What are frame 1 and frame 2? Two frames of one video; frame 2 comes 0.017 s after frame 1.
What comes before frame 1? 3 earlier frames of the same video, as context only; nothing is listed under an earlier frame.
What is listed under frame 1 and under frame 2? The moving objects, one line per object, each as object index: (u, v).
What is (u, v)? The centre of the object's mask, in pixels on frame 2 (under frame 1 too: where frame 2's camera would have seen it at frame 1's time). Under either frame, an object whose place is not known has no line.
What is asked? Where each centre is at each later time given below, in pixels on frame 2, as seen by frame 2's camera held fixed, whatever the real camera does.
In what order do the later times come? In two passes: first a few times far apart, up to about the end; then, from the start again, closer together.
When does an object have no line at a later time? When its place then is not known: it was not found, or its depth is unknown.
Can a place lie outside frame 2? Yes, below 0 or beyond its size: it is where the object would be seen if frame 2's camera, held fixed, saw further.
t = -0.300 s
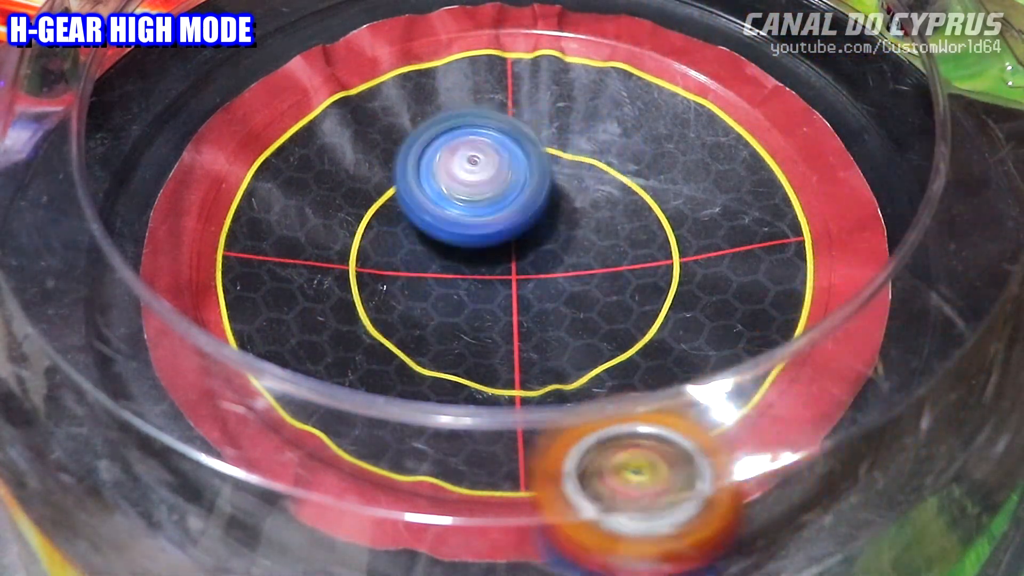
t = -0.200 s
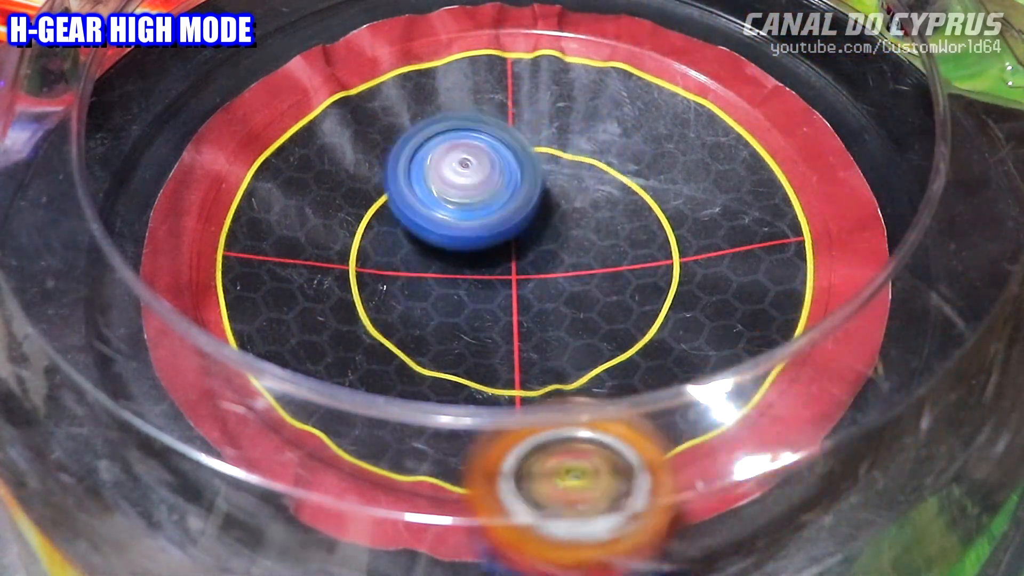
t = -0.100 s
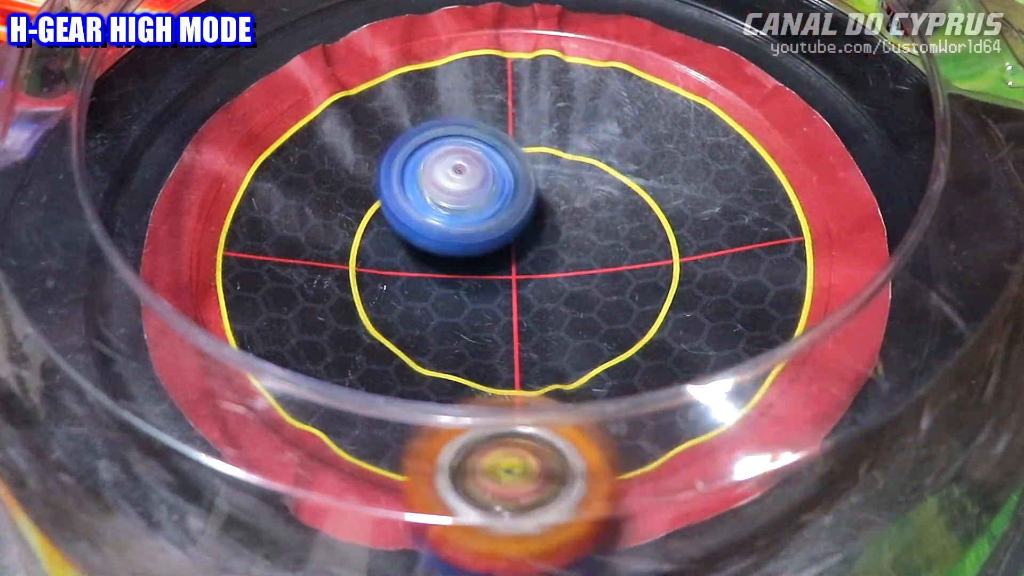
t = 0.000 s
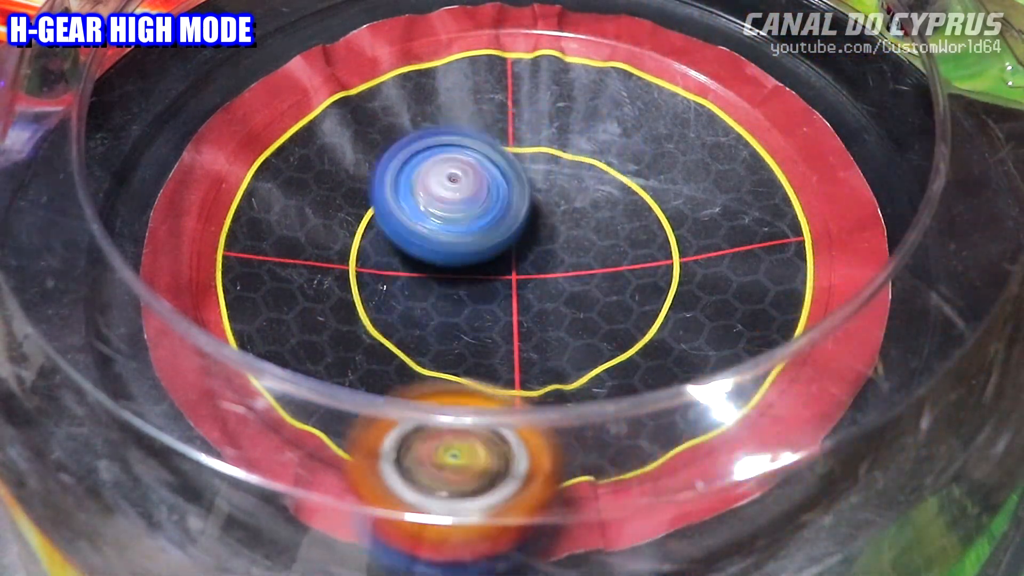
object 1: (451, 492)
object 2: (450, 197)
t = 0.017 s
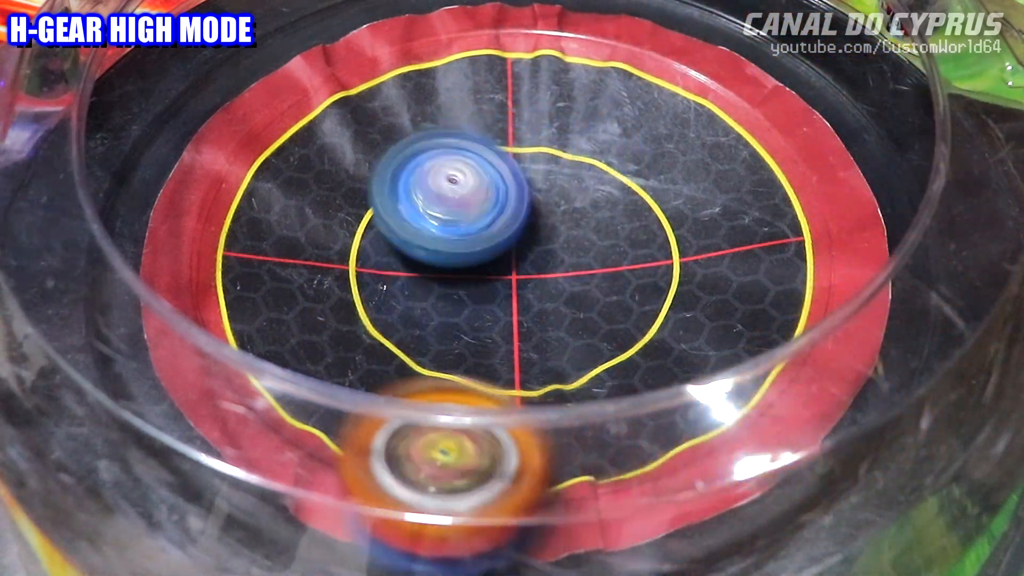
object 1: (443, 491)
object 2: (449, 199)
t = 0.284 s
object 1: (377, 394)
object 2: (435, 228)
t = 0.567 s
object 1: (510, 330)
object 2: (427, 213)
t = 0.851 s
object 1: (634, 208)
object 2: (469, 173)
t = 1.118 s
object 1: (643, 139)
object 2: (447, 173)
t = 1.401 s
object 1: (647, 116)
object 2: (433, 222)
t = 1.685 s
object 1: (609, 155)
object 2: (406, 237)
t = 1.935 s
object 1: (587, 210)
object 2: (414, 241)
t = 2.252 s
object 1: (689, 195)
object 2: (473, 254)
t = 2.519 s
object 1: (668, 196)
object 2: (514, 267)
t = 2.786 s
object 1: (643, 204)
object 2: (476, 266)
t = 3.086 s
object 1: (600, 193)
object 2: (406, 222)
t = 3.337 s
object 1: (589, 197)
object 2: (400, 188)
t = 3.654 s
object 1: (627, 200)
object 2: (455, 202)
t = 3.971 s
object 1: (625, 227)
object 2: (457, 248)
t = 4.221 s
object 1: (639, 230)
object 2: (396, 238)
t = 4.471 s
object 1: (618, 230)
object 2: (397, 226)
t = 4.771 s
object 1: (633, 207)
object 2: (399, 205)
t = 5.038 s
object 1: (610, 200)
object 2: (435, 201)
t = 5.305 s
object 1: (669, 203)
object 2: (429, 193)
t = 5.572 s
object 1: (645, 221)
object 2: (470, 220)
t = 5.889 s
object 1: (649, 218)
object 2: (436, 238)
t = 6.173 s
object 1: (612, 196)
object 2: (448, 243)
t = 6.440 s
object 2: (437, 250)
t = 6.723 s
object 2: (467, 272)
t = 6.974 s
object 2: (476, 263)
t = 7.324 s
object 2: (502, 264)
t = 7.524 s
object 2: (515, 272)
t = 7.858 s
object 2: (547, 265)
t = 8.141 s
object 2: (547, 242)
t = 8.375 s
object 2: (559, 218)
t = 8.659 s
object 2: (549, 197)
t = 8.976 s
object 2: (524, 188)
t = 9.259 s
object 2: (528, 192)
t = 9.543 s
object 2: (539, 187)
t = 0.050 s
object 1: (426, 486)
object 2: (447, 203)
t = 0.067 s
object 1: (415, 484)
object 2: (446, 205)
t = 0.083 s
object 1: (407, 468)
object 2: (446, 207)
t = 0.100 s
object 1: (398, 461)
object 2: (444, 208)
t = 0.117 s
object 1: (391, 455)
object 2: (444, 210)
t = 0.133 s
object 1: (384, 451)
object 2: (442, 212)
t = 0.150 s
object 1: (379, 434)
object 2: (441, 214)
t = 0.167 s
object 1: (372, 430)
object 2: (441, 216)
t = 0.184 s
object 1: (367, 425)
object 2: (440, 218)
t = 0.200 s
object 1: (362, 421)
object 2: (439, 219)
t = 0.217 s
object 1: (360, 417)
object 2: (438, 221)
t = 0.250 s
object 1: (363, 413)
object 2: (437, 225)
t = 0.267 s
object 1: (368, 417)
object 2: (436, 226)
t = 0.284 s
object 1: (377, 394)
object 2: (435, 228)
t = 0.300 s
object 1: (384, 396)
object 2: (435, 230)
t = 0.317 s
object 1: (390, 392)
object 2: (435, 232)
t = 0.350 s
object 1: (404, 381)
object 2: (434, 234)
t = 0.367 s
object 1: (409, 377)
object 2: (433, 234)
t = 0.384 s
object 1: (415, 370)
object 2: (433, 233)
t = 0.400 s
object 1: (423, 348)
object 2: (433, 233)
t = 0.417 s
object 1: (430, 346)
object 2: (432, 232)
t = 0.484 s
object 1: (465, 342)
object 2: (427, 225)
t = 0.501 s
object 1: (476, 341)
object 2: (424, 222)
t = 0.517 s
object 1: (485, 339)
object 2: (425, 218)
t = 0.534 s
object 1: (495, 337)
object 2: (424, 216)
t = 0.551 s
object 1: (503, 334)
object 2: (424, 214)
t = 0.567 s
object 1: (510, 330)
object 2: (427, 213)
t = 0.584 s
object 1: (518, 325)
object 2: (428, 211)
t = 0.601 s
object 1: (524, 318)
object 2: (431, 209)
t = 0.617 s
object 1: (529, 311)
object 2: (435, 208)
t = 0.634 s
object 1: (536, 304)
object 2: (436, 206)
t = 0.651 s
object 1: (553, 303)
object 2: (435, 199)
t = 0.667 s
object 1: (571, 302)
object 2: (431, 191)
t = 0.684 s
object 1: (587, 299)
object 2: (429, 184)
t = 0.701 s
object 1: (601, 293)
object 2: (428, 179)
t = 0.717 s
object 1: (611, 288)
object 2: (430, 174)
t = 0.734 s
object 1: (619, 280)
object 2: (432, 172)
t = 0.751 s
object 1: (623, 272)
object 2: (436, 171)
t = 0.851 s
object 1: (634, 208)
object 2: (469, 173)
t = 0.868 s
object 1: (631, 199)
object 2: (474, 174)
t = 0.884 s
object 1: (633, 191)
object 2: (474, 174)
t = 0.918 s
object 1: (632, 178)
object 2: (469, 173)
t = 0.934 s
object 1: (631, 172)
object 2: (468, 174)
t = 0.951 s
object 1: (639, 166)
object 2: (460, 172)
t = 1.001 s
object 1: (656, 161)
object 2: (437, 175)
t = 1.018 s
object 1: (657, 159)
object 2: (437, 174)
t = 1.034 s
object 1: (657, 157)
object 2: (438, 175)
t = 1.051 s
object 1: (655, 154)
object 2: (439, 174)
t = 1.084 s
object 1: (650, 146)
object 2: (443, 173)
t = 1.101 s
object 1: (646, 143)
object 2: (446, 172)
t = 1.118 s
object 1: (643, 139)
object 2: (447, 173)
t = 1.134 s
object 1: (641, 137)
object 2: (449, 172)
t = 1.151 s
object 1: (638, 135)
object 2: (451, 172)
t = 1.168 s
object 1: (635, 132)
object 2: (453, 172)
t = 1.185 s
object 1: (634, 132)
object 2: (457, 173)
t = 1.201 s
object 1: (632, 131)
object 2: (459, 175)
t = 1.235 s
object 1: (630, 129)
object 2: (465, 180)
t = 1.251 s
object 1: (629, 129)
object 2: (468, 181)
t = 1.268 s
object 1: (627, 128)
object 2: (470, 185)
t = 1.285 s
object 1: (626, 128)
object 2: (472, 187)
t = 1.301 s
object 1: (623, 129)
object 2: (475, 191)
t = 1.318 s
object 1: (622, 131)
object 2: (474, 194)
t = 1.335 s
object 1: (631, 125)
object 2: (463, 199)
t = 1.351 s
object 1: (640, 120)
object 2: (450, 208)
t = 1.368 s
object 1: (643, 119)
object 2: (443, 214)
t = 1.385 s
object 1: (647, 116)
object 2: (438, 219)
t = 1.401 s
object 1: (647, 116)
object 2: (433, 222)
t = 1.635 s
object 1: (620, 144)
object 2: (407, 236)
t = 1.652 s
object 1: (616, 148)
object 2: (406, 236)
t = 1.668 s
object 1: (613, 151)
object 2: (406, 237)
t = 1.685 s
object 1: (609, 155)
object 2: (406, 237)
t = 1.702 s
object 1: (605, 160)
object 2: (406, 238)
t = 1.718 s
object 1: (601, 163)
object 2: (407, 239)
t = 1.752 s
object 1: (593, 172)
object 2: (409, 241)
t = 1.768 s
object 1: (588, 177)
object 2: (410, 242)
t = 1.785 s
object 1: (582, 181)
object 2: (412, 243)
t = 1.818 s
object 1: (574, 190)
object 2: (415, 246)
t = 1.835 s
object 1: (570, 194)
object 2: (417, 247)
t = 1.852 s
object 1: (572, 195)
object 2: (414, 245)
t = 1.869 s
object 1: (577, 198)
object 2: (412, 244)
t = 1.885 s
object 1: (578, 202)
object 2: (412, 244)
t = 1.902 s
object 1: (579, 205)
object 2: (414, 243)
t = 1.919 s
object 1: (581, 208)
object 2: (414, 243)
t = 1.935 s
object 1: (587, 210)
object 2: (414, 241)
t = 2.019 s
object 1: (600, 216)
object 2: (433, 244)
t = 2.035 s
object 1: (606, 216)
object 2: (437, 245)
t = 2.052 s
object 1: (611, 214)
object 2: (438, 246)
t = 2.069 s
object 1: (614, 213)
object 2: (443, 247)
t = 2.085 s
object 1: (616, 214)
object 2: (447, 248)
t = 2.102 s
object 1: (627, 210)
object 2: (445, 249)
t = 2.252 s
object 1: (689, 195)
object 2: (473, 254)
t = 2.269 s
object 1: (689, 194)
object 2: (476, 255)
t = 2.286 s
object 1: (688, 194)
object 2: (482, 255)
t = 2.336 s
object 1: (685, 192)
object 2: (496, 256)
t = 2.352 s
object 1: (681, 193)
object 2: (501, 257)
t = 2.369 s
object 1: (679, 193)
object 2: (505, 258)
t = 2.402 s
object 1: (674, 193)
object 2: (513, 259)
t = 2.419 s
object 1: (671, 193)
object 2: (518, 258)
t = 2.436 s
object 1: (670, 194)
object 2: (518, 260)
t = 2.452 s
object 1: (672, 192)
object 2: (514, 262)
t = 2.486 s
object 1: (672, 193)
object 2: (512, 266)
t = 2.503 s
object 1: (671, 195)
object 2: (514, 267)
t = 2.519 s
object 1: (668, 196)
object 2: (514, 267)
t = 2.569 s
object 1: (669, 198)
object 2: (505, 271)
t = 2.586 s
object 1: (667, 199)
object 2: (503, 271)
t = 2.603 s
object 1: (665, 201)
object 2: (504, 271)
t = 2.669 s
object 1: (657, 204)
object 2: (502, 269)
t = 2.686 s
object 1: (655, 205)
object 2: (499, 269)
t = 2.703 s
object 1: (655, 204)
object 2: (494, 269)
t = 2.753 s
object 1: (647, 205)
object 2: (486, 267)
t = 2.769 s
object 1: (644, 205)
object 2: (483, 267)
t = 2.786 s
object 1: (643, 204)
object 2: (476, 266)
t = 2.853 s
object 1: (629, 205)
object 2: (465, 258)
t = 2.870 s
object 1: (626, 205)
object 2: (460, 256)
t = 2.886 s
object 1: (628, 201)
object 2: (451, 255)
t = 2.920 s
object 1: (629, 198)
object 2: (441, 251)
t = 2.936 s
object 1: (627, 197)
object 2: (437, 249)
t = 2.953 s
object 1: (622, 197)
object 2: (435, 246)
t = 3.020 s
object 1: (600, 198)
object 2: (430, 233)
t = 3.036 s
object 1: (595, 198)
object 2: (430, 229)
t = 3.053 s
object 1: (593, 198)
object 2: (425, 227)
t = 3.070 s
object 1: (597, 194)
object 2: (416, 224)
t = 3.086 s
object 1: (600, 193)
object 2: (406, 222)
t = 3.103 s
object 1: (601, 192)
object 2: (403, 220)
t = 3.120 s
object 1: (600, 193)
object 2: (400, 217)
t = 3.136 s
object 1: (598, 194)
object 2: (401, 215)
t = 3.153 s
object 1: (595, 194)
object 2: (401, 212)
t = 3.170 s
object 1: (590, 196)
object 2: (403, 210)
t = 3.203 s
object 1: (580, 197)
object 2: (407, 206)
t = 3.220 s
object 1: (578, 196)
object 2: (409, 203)
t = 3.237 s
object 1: (577, 196)
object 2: (408, 200)
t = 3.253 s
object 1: (578, 196)
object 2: (407, 196)
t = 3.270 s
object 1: (577, 197)
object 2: (407, 195)
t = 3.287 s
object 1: (581, 197)
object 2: (404, 191)
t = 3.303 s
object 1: (587, 196)
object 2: (400, 190)
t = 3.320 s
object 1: (589, 197)
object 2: (400, 188)
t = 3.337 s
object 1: (589, 197)
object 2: (400, 188)
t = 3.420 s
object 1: (588, 197)
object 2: (417, 184)
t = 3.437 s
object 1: (587, 198)
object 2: (420, 183)
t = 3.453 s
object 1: (587, 199)
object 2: (424, 184)
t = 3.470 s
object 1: (595, 198)
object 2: (423, 183)
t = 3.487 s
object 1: (603, 199)
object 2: (421, 183)
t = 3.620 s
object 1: (626, 199)
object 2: (448, 195)
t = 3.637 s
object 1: (627, 199)
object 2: (451, 198)
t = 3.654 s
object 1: (627, 200)
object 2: (455, 202)
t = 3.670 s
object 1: (627, 200)
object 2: (459, 204)
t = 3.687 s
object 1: (628, 201)
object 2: (463, 208)
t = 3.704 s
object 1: (629, 202)
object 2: (464, 211)
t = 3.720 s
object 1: (633, 203)
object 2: (463, 213)
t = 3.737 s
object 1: (635, 204)
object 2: (461, 215)
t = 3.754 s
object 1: (635, 207)
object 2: (462, 219)
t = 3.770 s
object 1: (635, 208)
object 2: (464, 221)
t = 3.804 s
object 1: (635, 211)
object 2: (467, 228)
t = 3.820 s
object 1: (634, 213)
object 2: (468, 230)
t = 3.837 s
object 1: (634, 213)
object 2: (467, 233)
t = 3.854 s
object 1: (637, 215)
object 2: (462, 235)
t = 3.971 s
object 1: (625, 227)
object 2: (457, 248)
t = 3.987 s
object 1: (625, 228)
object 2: (455, 250)
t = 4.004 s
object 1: (638, 226)
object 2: (439, 250)
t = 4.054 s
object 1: (656, 227)
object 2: (401, 249)
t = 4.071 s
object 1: (656, 226)
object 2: (396, 249)
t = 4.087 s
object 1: (656, 227)
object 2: (394, 248)
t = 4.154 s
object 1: (652, 228)
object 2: (393, 243)
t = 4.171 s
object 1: (649, 229)
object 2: (392, 242)
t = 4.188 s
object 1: (646, 229)
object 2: (393, 241)
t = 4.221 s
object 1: (639, 230)
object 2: (396, 238)
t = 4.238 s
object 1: (636, 230)
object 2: (398, 237)
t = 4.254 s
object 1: (631, 231)
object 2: (401, 236)
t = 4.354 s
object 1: (603, 232)
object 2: (425, 233)
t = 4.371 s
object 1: (598, 234)
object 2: (428, 233)
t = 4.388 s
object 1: (602, 233)
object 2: (426, 231)
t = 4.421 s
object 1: (620, 232)
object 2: (404, 229)
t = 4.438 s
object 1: (621, 231)
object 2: (398, 227)
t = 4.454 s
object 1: (620, 231)
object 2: (395, 226)
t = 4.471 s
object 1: (618, 230)
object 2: (397, 226)
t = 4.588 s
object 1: (603, 221)
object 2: (429, 220)
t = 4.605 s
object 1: (600, 220)
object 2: (434, 220)
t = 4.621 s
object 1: (605, 219)
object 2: (429, 220)
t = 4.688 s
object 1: (635, 213)
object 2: (390, 211)
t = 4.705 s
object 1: (637, 212)
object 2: (388, 210)
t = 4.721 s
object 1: (636, 211)
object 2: (390, 209)
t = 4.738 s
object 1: (636, 210)
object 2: (393, 207)
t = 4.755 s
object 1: (634, 208)
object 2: (396, 205)
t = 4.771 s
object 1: (633, 207)
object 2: (399, 205)
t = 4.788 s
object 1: (632, 205)
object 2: (402, 203)
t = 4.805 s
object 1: (629, 204)
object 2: (407, 202)
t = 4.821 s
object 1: (627, 203)
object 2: (411, 201)
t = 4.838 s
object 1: (623, 202)
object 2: (415, 200)
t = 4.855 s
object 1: (621, 201)
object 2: (420, 200)
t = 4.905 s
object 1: (610, 198)
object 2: (436, 200)
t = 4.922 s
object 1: (606, 198)
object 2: (439, 200)
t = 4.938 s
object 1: (606, 198)
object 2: (438, 199)
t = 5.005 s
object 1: (605, 201)
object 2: (437, 200)
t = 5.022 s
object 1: (604, 201)
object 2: (438, 202)
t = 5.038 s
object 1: (610, 200)
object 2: (435, 201)
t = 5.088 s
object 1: (644, 201)
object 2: (403, 195)
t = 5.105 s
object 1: (649, 203)
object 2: (398, 195)
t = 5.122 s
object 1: (651, 202)
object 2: (399, 194)
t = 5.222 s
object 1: (664, 201)
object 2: (411, 191)
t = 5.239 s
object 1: (666, 201)
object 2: (413, 190)
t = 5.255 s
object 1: (667, 201)
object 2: (417, 191)
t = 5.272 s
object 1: (668, 202)
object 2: (421, 191)
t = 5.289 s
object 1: (669, 202)
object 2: (425, 191)
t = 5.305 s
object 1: (669, 203)
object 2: (429, 193)
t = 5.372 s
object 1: (666, 206)
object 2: (447, 197)
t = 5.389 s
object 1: (665, 207)
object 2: (450, 199)
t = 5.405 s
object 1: (663, 209)
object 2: (455, 201)
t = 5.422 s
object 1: (660, 210)
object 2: (459, 202)
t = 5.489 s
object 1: (646, 215)
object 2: (475, 211)
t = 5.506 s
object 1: (643, 216)
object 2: (478, 213)
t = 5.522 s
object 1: (644, 217)
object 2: (476, 215)
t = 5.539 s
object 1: (647, 218)
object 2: (473, 216)
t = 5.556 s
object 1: (647, 220)
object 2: (470, 217)
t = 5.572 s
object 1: (645, 221)
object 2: (470, 220)
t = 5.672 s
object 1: (644, 224)
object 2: (469, 225)
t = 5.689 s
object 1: (641, 226)
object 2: (470, 227)
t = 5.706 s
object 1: (639, 225)
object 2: (473, 228)
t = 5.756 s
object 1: (641, 225)
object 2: (465, 230)
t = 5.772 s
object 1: (638, 224)
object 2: (465, 230)
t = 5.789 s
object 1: (636, 224)
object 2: (465, 233)
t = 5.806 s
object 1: (634, 223)
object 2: (466, 232)
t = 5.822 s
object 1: (635, 222)
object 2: (464, 233)
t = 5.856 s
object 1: (648, 218)
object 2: (445, 235)
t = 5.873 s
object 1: (650, 217)
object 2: (438, 236)
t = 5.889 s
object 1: (649, 218)
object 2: (436, 238)
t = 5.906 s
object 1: (648, 217)
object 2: (436, 238)
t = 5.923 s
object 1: (645, 215)
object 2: (435, 238)
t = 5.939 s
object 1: (645, 214)
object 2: (435, 239)
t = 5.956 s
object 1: (643, 212)
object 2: (435, 240)
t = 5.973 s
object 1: (642, 211)
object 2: (436, 240)
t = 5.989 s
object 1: (641, 211)
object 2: (437, 240)
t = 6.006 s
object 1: (638, 210)
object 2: (438, 241)
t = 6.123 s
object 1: (615, 204)
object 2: (450, 242)
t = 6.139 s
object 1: (610, 202)
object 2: (453, 241)
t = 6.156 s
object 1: (606, 202)
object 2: (453, 241)
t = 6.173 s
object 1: (612, 196)
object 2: (448, 243)
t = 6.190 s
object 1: (621, 187)
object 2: (432, 247)
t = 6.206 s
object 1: (630, 181)
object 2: (422, 250)
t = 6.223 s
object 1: (635, 175)
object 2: (413, 253)
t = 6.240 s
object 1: (635, 169)
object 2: (409, 256)
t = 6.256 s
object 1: (637, 168)
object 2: (407, 258)
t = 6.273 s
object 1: (637, 165)
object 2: (408, 257)
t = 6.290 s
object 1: (633, 163)
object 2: (411, 258)
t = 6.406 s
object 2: (430, 252)
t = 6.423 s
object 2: (434, 250)
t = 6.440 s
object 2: (437, 250)
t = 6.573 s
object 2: (465, 241)
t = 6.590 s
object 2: (467, 241)
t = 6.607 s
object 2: (468, 244)
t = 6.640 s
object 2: (470, 246)
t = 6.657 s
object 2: (474, 248)
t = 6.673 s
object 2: (475, 252)
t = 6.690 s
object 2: (472, 258)
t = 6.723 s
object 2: (467, 272)
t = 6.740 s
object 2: (466, 274)
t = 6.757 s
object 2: (466, 275)
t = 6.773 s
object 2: (465, 275)
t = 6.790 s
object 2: (466, 276)
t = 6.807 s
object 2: (467, 275)
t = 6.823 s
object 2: (467, 274)
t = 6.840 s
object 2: (466, 273)
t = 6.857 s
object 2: (466, 274)
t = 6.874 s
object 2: (468, 272)
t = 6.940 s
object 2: (472, 269)
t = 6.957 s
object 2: (474, 267)
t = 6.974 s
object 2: (476, 263)
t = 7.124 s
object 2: (487, 251)
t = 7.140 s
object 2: (490, 250)
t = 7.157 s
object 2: (491, 248)
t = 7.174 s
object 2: (494, 250)
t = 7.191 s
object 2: (496, 257)
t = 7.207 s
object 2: (497, 262)
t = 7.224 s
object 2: (498, 265)
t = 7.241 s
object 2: (501, 265)
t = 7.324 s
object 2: (502, 264)
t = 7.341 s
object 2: (502, 267)
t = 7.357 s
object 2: (504, 267)
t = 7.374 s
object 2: (505, 266)
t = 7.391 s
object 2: (505, 264)
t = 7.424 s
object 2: (509, 270)
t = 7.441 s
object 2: (510, 272)
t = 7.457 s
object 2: (511, 271)
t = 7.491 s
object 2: (511, 273)
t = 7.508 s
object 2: (513, 274)
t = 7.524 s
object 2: (515, 272)
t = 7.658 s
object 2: (519, 268)
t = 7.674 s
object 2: (519, 266)
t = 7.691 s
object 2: (519, 266)
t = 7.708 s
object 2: (527, 267)
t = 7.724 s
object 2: (533, 268)
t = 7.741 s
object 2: (537, 268)
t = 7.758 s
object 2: (539, 268)
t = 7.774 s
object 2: (541, 268)
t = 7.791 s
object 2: (544, 267)
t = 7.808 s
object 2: (546, 266)
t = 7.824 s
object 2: (547, 265)
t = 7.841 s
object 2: (547, 265)
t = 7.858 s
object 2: (547, 265)
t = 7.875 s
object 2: (549, 265)
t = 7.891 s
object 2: (550, 263)
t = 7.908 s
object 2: (550, 261)
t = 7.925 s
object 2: (550, 260)
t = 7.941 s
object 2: (551, 258)
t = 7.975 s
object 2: (550, 256)
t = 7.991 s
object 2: (551, 255)
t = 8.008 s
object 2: (550, 253)
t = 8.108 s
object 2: (545, 246)
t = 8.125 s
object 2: (545, 244)
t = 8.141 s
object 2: (547, 242)
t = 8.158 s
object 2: (552, 238)
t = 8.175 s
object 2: (554, 234)
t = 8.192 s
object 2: (553, 233)
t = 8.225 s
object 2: (552, 231)
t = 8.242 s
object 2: (553, 230)
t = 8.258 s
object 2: (557, 228)
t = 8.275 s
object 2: (560, 225)
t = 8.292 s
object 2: (559, 223)
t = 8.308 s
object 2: (559, 223)
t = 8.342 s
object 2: (560, 221)
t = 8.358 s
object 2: (561, 220)
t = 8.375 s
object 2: (559, 218)
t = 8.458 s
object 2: (556, 212)
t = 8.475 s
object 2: (556, 210)
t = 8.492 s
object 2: (556, 206)
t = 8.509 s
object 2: (557, 204)
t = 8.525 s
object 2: (555, 202)
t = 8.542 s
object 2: (553, 201)
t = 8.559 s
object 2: (553, 201)
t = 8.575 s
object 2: (554, 200)
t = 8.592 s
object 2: (554, 201)
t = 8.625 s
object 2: (552, 199)
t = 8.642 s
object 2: (551, 198)
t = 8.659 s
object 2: (549, 197)
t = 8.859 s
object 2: (539, 204)
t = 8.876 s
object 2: (538, 204)
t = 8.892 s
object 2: (537, 202)
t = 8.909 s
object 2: (536, 195)
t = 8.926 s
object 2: (533, 191)
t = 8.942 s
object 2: (532, 189)
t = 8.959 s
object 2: (526, 189)
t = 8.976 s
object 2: (524, 188)
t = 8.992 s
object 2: (524, 189)
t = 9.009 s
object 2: (526, 191)
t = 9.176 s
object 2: (533, 197)
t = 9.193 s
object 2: (531, 199)
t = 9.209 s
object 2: (529, 197)
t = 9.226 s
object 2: (532, 195)
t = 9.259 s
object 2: (528, 192)
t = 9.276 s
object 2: (528, 190)
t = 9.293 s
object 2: (527, 191)
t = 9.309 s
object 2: (528, 190)
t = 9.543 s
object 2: (539, 187)
